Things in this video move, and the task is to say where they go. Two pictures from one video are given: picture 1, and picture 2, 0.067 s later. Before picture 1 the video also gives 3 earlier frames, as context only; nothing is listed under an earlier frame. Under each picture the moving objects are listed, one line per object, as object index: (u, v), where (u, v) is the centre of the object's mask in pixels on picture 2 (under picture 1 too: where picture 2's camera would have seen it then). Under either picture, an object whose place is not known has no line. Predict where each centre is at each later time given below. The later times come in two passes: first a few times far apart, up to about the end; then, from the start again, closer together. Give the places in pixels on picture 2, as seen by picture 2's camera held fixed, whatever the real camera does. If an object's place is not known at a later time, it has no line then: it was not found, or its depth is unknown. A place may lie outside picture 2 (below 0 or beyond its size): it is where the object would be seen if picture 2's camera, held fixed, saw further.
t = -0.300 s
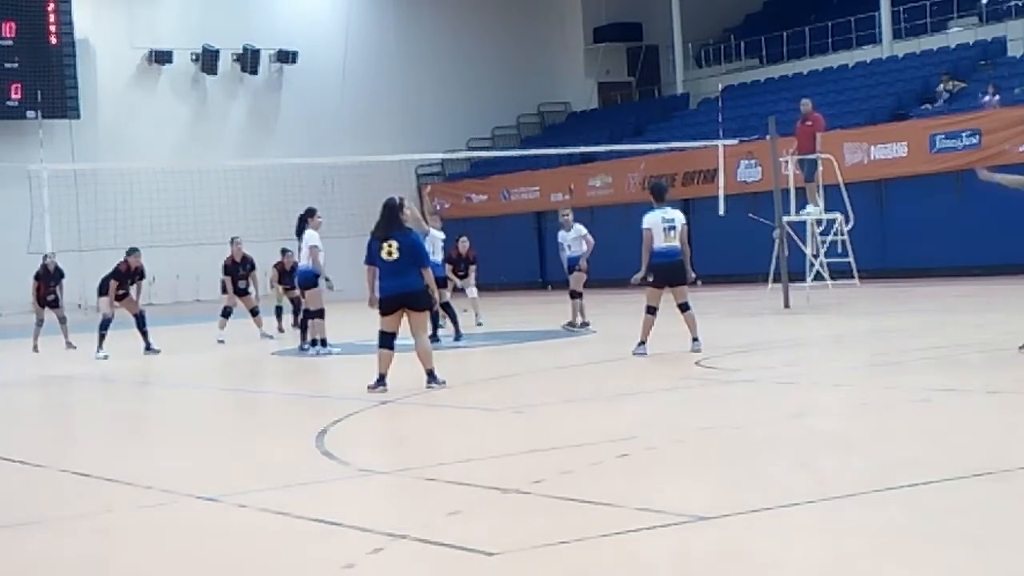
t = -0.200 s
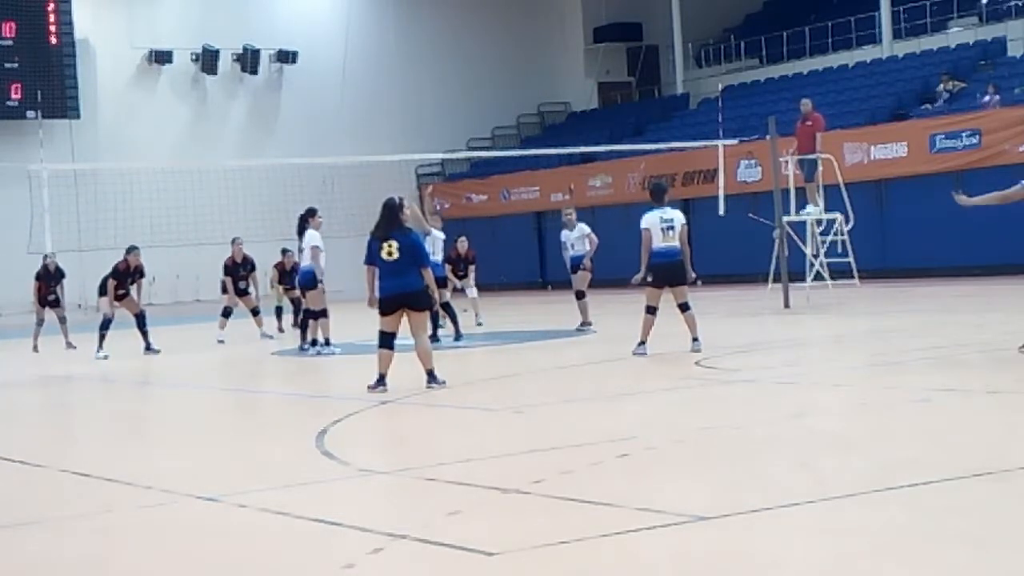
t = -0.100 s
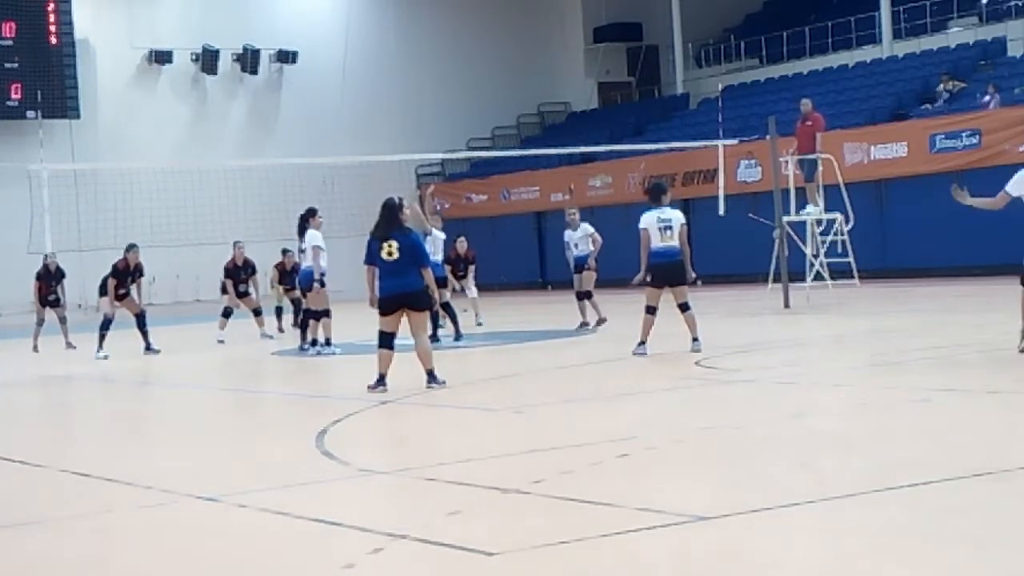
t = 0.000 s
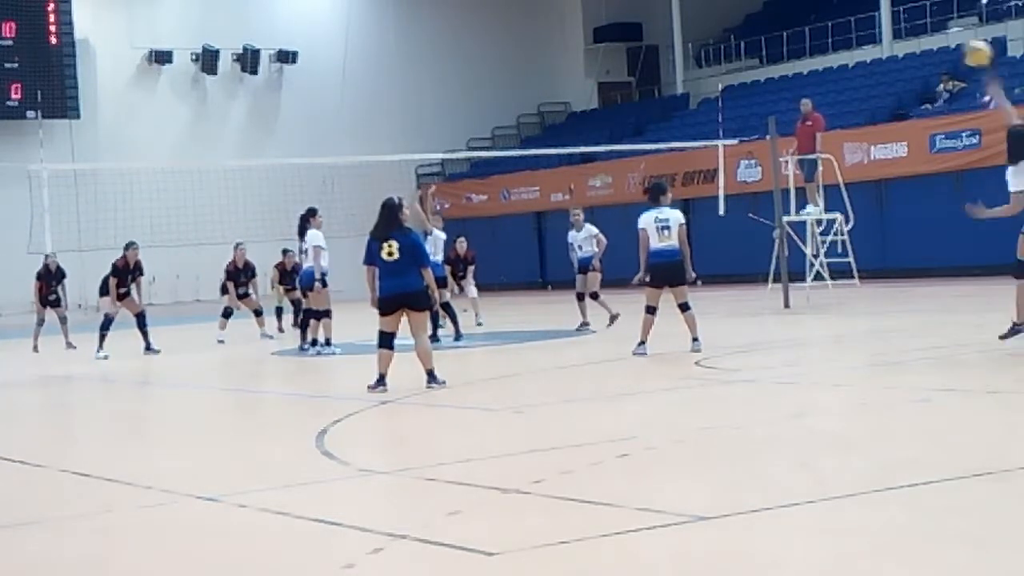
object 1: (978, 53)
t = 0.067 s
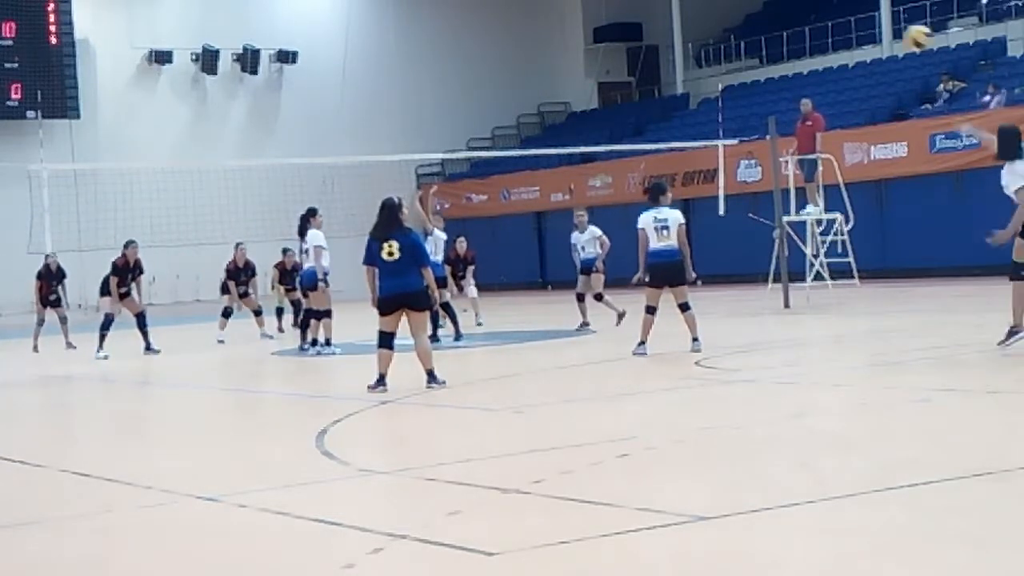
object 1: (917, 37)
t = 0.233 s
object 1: (798, 25)
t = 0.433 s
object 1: (691, 48)
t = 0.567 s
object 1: (638, 77)
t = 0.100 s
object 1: (891, 31)
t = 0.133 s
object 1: (865, 28)
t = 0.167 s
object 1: (842, 26)
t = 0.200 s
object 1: (819, 25)
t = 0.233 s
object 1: (798, 25)
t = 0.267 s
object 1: (778, 26)
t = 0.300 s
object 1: (759, 29)
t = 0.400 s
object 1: (706, 43)
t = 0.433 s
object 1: (691, 48)
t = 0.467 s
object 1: (677, 55)
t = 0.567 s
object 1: (638, 77)
